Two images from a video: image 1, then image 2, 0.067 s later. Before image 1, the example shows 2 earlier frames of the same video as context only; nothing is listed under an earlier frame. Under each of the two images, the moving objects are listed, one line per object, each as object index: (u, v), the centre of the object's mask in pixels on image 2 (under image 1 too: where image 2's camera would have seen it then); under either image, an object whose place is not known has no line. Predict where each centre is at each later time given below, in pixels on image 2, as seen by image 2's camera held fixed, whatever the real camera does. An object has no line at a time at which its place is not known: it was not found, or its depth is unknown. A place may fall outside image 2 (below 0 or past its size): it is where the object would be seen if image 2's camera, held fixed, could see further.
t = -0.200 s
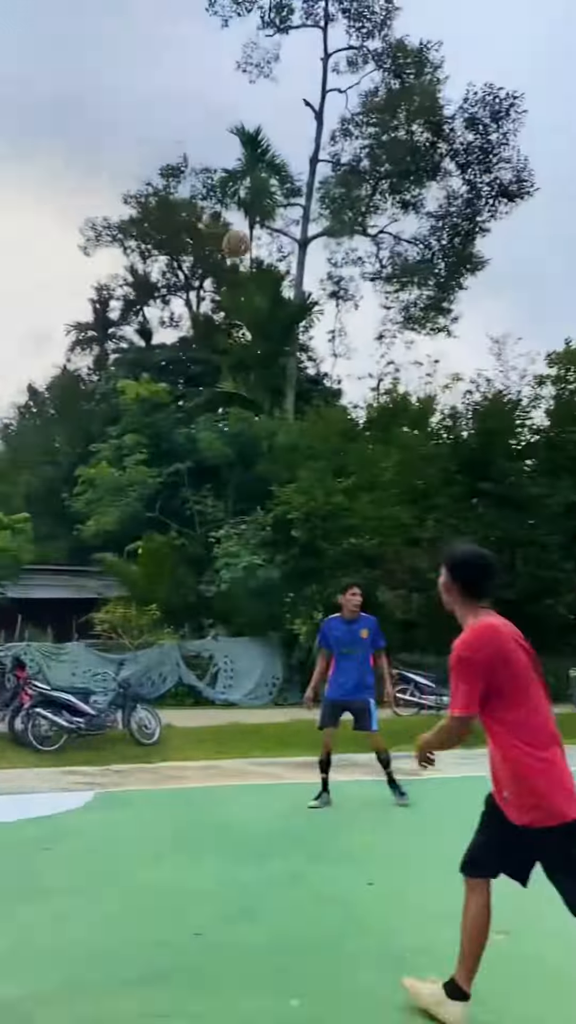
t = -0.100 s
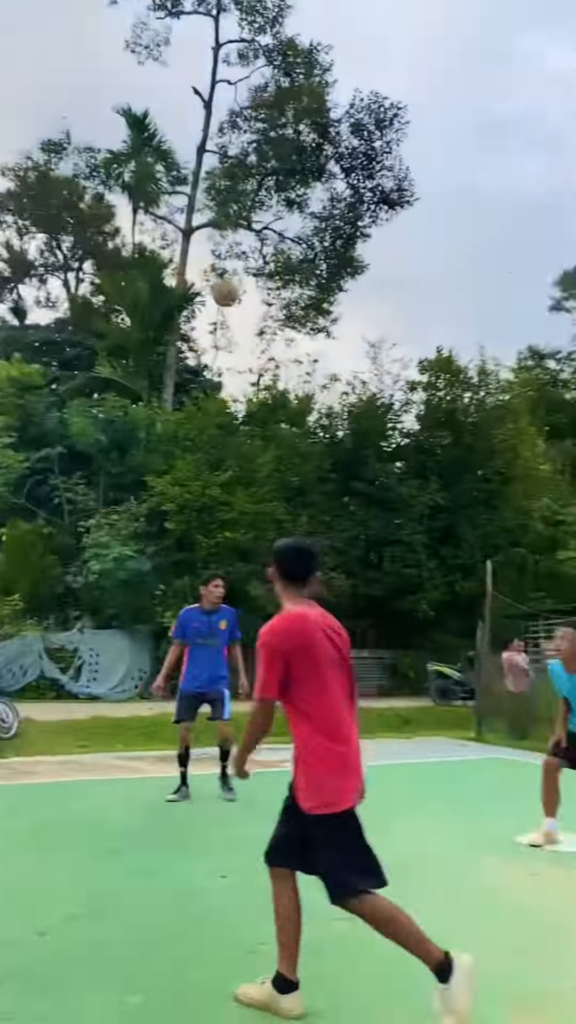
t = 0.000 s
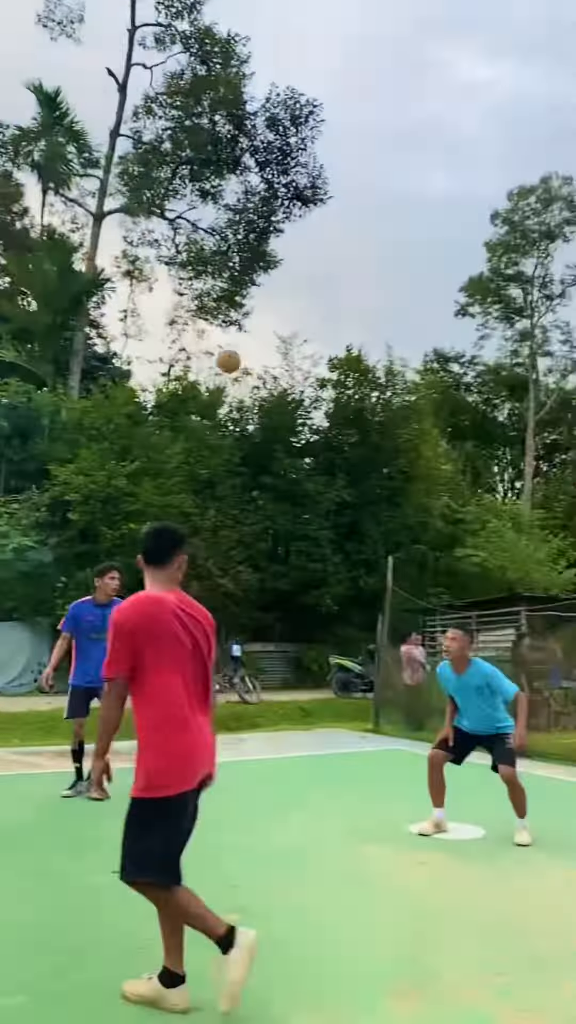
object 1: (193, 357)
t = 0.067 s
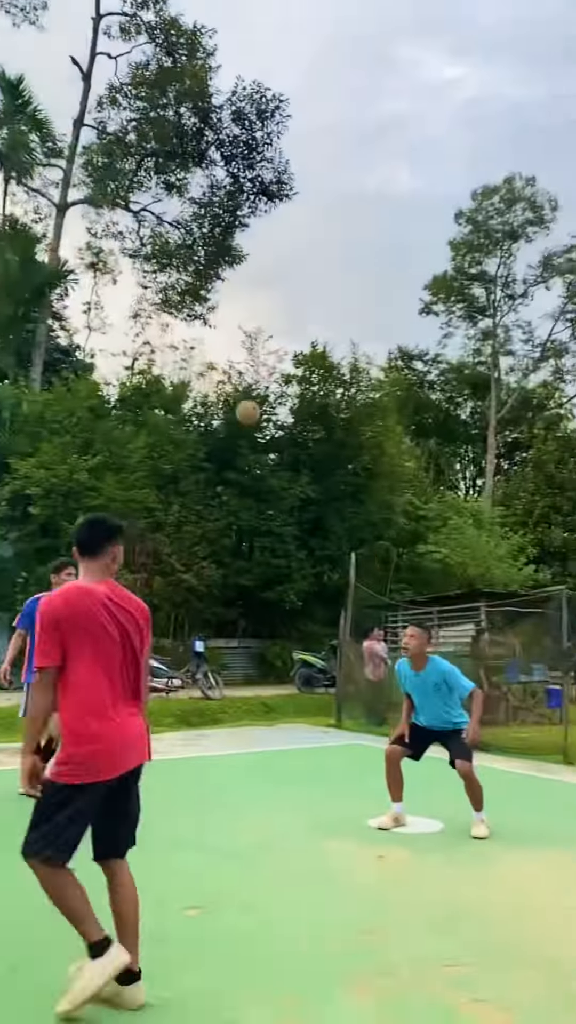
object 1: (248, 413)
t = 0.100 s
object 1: (273, 441)
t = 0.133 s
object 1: (297, 469)
